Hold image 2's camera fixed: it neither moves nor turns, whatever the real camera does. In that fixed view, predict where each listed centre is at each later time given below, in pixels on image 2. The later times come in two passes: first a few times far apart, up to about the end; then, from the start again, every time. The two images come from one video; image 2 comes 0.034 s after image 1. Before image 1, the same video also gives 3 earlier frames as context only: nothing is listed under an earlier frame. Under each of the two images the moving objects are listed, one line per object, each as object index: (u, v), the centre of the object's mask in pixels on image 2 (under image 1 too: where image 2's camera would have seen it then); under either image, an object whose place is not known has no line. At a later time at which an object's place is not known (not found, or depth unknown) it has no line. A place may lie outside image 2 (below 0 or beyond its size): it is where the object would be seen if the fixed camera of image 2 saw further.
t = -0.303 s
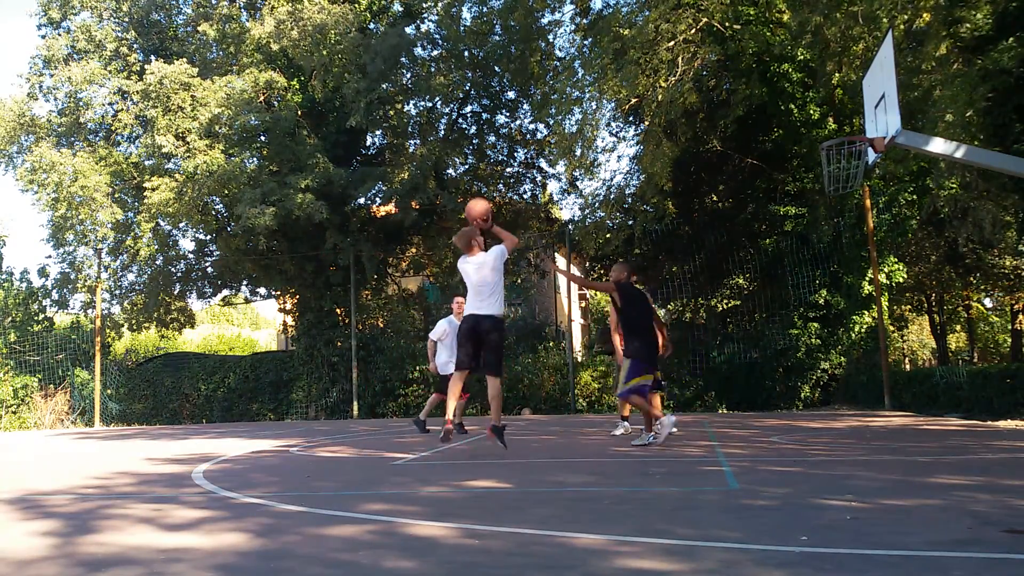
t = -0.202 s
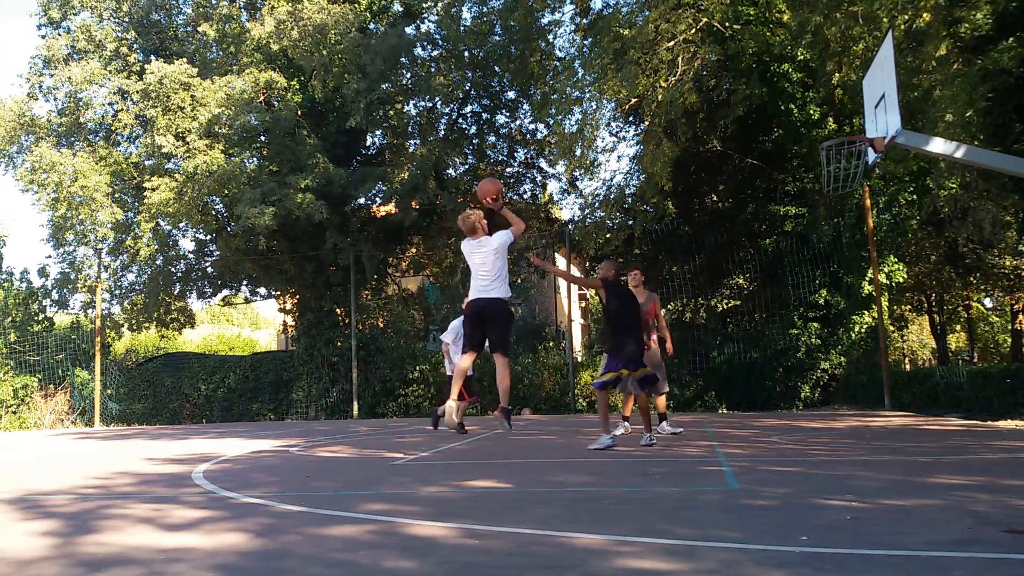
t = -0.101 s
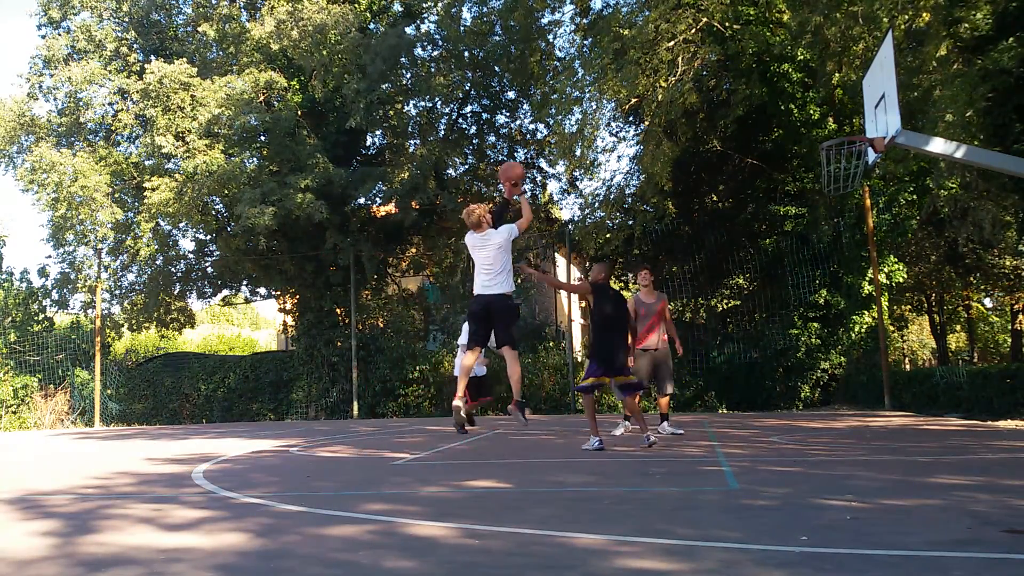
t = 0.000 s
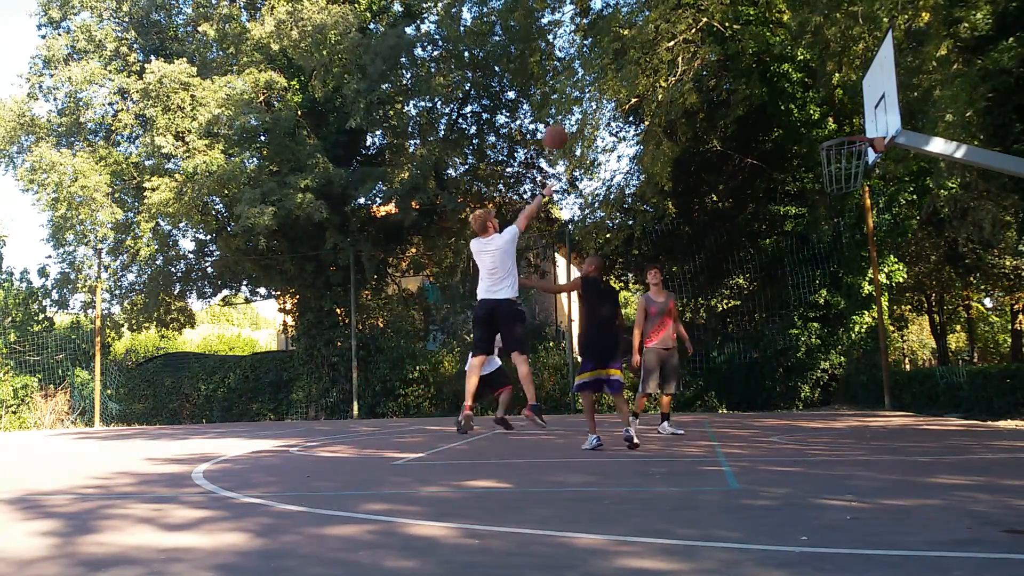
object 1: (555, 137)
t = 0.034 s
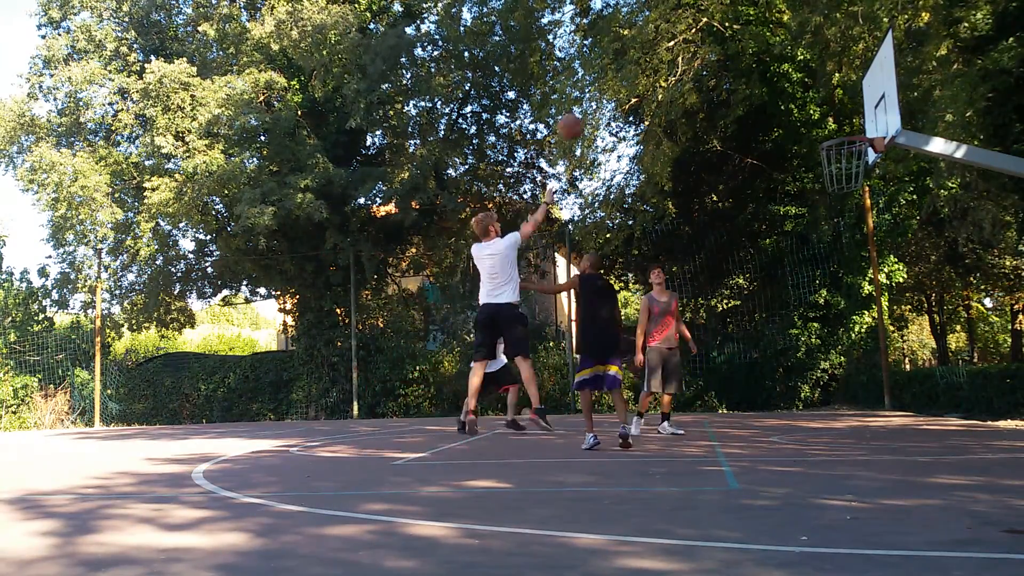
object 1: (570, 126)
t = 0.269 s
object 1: (677, 83)
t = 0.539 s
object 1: (791, 98)
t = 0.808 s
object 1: (833, 157)
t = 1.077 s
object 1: (825, 172)
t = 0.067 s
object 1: (586, 117)
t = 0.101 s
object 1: (601, 108)
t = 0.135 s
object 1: (618, 101)
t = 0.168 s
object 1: (631, 96)
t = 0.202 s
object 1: (646, 90)
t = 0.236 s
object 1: (661, 87)
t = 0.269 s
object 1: (677, 83)
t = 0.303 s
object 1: (692, 81)
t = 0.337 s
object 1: (706, 80)
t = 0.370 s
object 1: (721, 81)
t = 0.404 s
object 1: (735, 82)
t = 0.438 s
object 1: (750, 84)
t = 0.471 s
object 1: (763, 88)
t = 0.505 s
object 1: (777, 92)
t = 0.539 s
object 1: (791, 98)
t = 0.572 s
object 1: (805, 105)
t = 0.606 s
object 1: (820, 113)
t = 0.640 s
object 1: (833, 121)
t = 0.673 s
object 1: (847, 129)
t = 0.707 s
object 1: (852, 140)
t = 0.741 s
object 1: (848, 146)
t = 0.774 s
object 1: (839, 152)
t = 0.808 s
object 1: (833, 157)
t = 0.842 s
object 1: (824, 163)
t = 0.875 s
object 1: (825, 165)
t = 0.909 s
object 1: (824, 166)
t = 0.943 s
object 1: (825, 166)
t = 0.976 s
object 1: (824, 168)
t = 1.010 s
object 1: (825, 168)
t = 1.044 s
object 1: (825, 171)
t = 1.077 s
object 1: (825, 172)
